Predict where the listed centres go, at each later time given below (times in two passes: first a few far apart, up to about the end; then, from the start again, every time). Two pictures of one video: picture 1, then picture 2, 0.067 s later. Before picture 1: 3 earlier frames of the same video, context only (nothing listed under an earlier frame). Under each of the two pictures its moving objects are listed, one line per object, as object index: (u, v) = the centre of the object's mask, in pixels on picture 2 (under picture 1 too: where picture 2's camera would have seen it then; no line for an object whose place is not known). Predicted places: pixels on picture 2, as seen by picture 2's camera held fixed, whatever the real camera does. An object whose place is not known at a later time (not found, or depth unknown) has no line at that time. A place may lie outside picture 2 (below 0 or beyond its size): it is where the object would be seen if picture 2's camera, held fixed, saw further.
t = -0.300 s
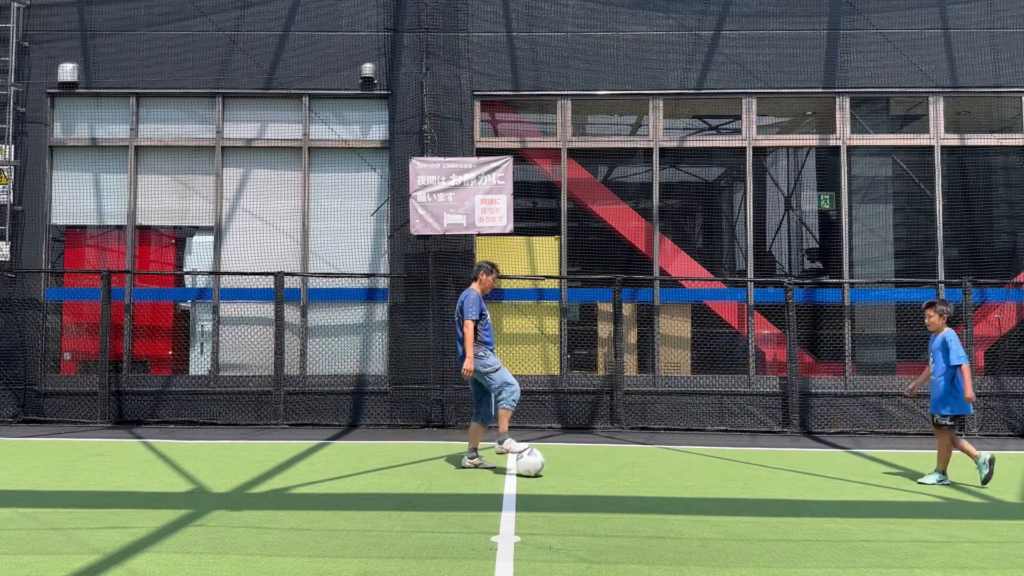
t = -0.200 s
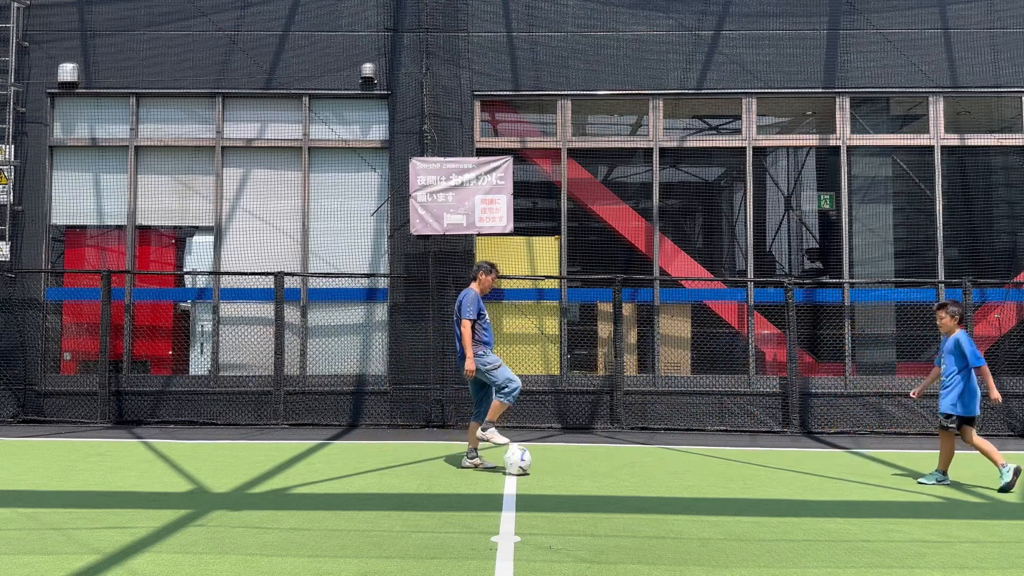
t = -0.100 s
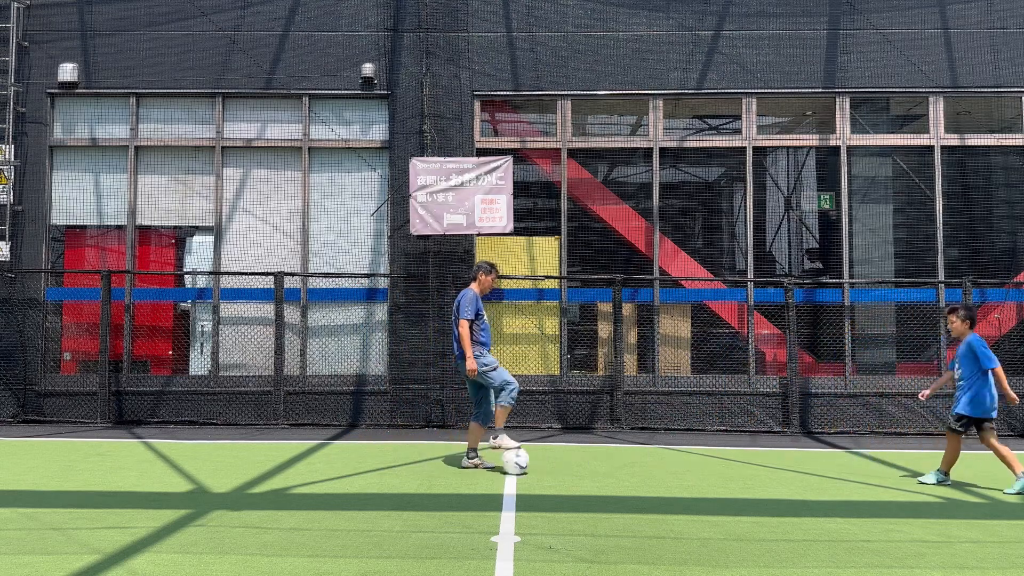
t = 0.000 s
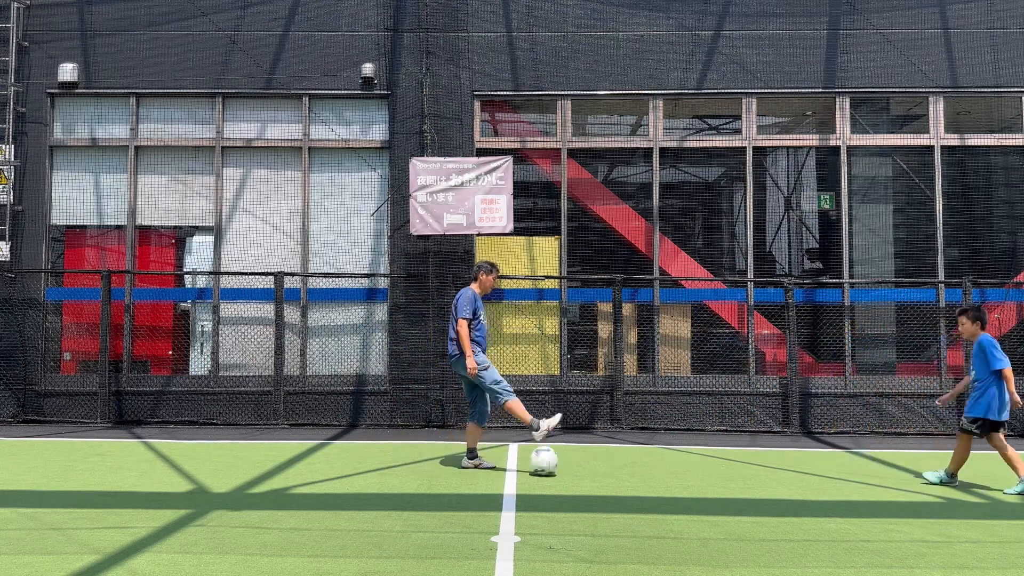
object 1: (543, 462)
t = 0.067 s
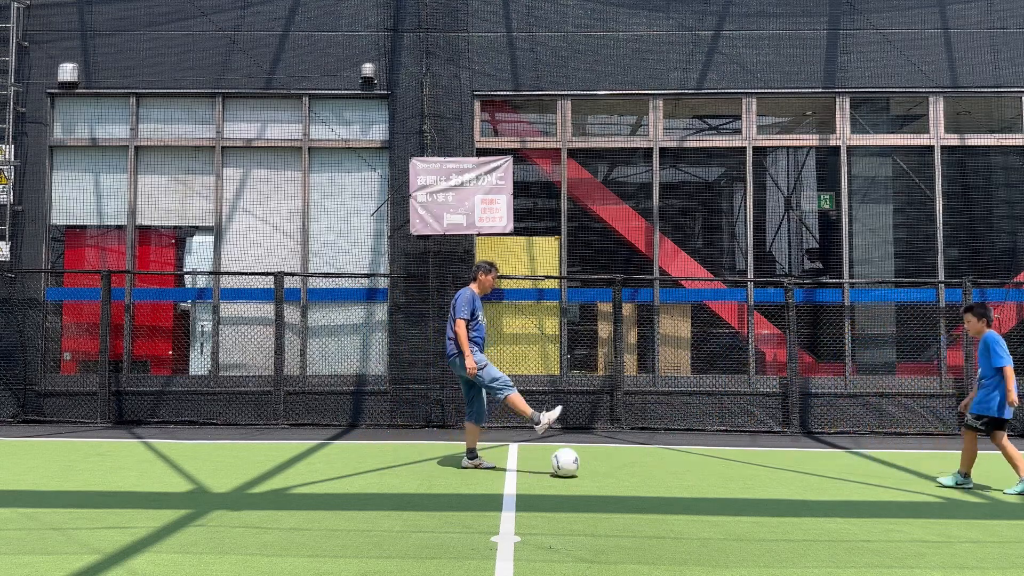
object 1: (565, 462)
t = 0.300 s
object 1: (641, 466)
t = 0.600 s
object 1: (742, 471)
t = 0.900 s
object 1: (846, 478)
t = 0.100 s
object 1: (576, 463)
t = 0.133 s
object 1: (586, 464)
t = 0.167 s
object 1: (598, 465)
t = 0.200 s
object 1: (608, 464)
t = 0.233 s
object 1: (619, 466)
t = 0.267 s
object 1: (630, 466)
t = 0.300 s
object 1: (641, 466)
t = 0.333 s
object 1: (652, 467)
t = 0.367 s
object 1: (663, 468)
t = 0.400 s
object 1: (674, 468)
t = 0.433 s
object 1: (685, 469)
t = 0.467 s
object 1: (697, 469)
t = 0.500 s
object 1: (708, 470)
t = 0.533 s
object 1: (719, 470)
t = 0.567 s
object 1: (731, 471)
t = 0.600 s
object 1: (742, 471)
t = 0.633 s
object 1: (753, 472)
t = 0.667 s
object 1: (765, 473)
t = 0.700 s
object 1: (776, 474)
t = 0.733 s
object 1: (788, 474)
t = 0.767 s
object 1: (799, 476)
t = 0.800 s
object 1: (811, 476)
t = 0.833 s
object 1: (822, 476)
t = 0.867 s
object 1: (834, 477)
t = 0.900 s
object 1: (846, 478)
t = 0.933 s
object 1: (857, 478)
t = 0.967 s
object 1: (869, 479)
